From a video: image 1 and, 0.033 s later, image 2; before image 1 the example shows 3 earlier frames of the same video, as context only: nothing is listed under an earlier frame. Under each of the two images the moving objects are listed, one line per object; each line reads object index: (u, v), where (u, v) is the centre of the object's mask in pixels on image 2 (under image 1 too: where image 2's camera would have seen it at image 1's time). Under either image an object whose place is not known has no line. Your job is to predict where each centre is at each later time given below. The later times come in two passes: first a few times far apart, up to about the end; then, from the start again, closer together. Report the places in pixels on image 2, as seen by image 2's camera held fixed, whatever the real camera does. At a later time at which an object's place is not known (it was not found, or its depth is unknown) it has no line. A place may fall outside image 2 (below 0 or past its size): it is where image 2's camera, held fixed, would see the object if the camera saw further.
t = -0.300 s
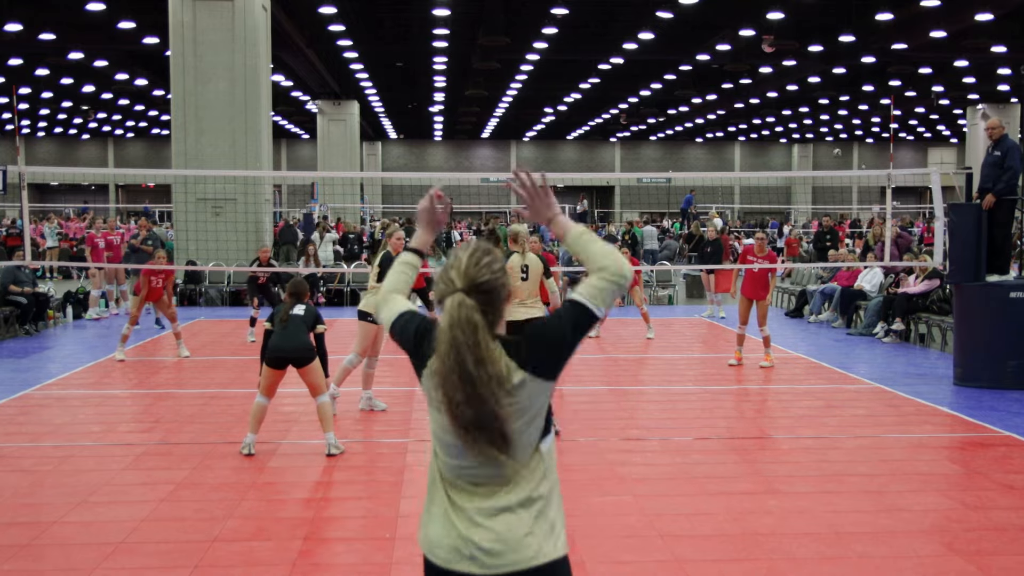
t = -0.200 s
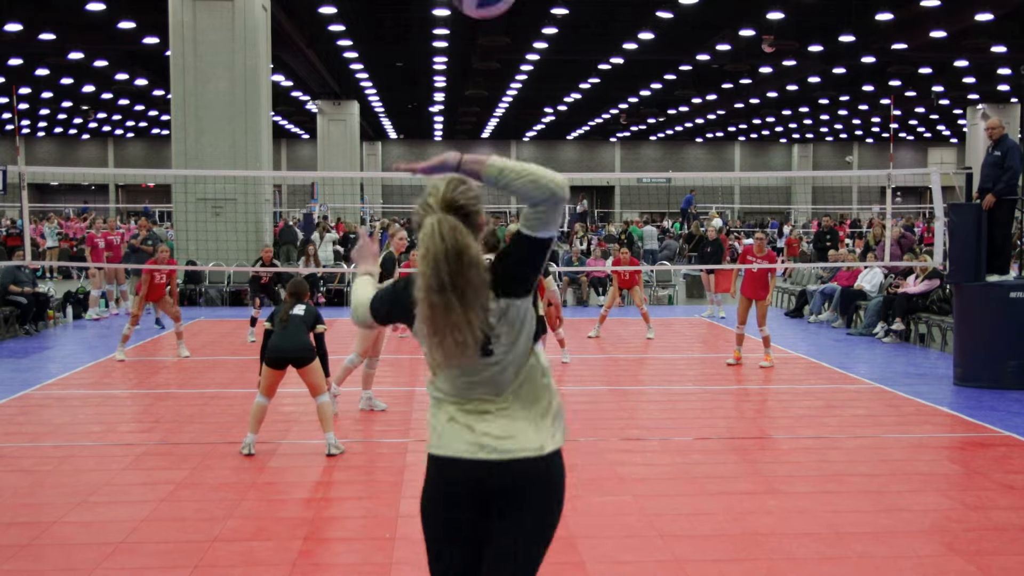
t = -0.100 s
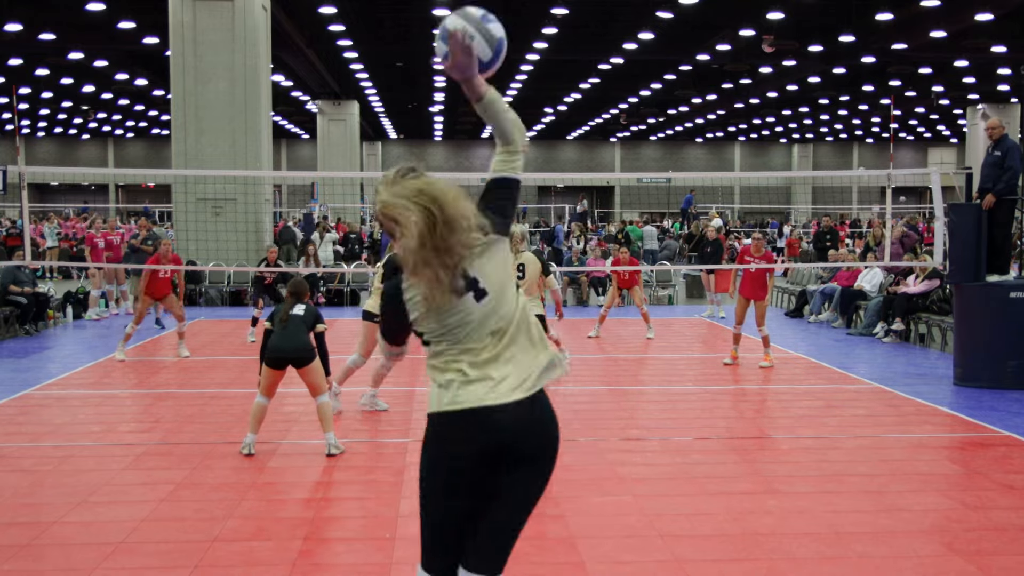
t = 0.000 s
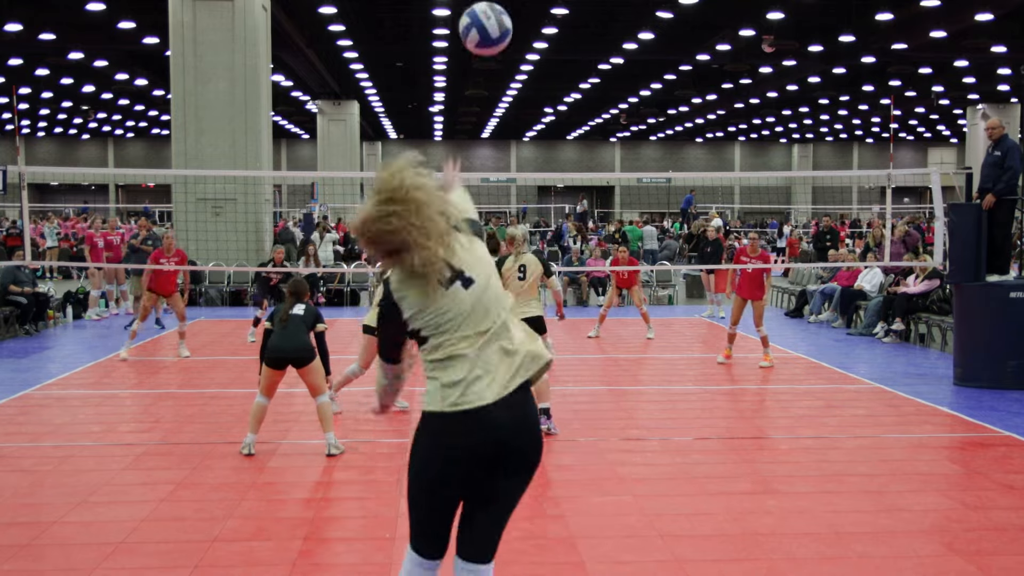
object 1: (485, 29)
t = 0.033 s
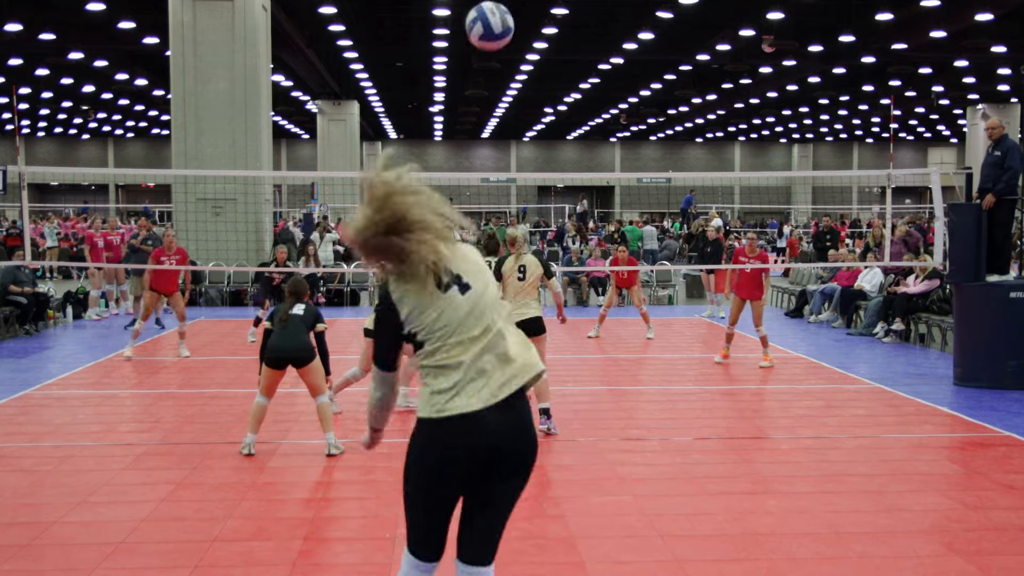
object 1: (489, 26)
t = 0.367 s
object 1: (509, 74)
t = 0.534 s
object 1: (521, 116)
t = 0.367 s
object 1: (509, 74)
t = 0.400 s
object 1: (512, 82)
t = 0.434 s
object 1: (514, 89)
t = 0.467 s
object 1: (517, 97)
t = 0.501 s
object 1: (519, 107)
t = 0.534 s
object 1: (521, 116)
